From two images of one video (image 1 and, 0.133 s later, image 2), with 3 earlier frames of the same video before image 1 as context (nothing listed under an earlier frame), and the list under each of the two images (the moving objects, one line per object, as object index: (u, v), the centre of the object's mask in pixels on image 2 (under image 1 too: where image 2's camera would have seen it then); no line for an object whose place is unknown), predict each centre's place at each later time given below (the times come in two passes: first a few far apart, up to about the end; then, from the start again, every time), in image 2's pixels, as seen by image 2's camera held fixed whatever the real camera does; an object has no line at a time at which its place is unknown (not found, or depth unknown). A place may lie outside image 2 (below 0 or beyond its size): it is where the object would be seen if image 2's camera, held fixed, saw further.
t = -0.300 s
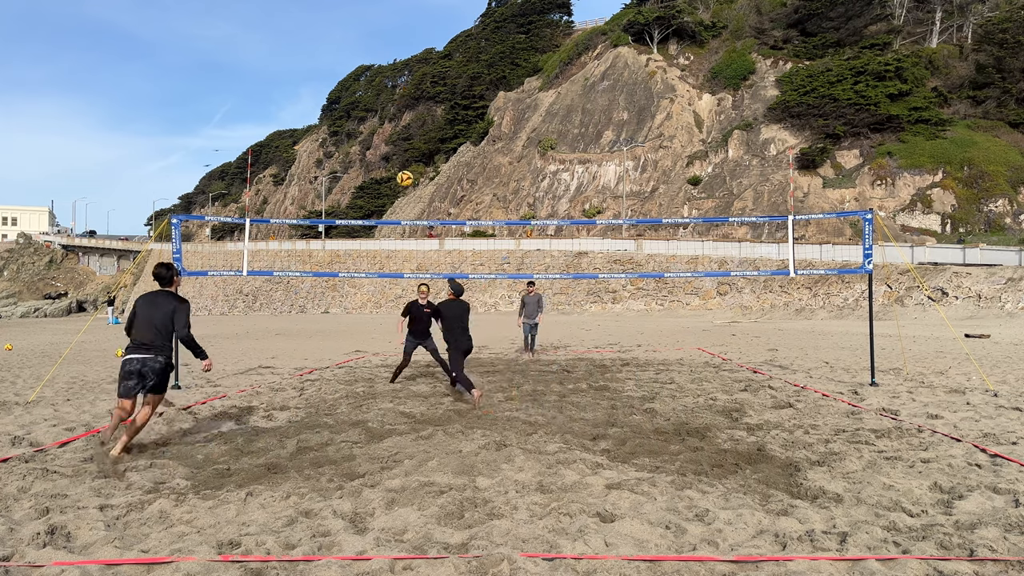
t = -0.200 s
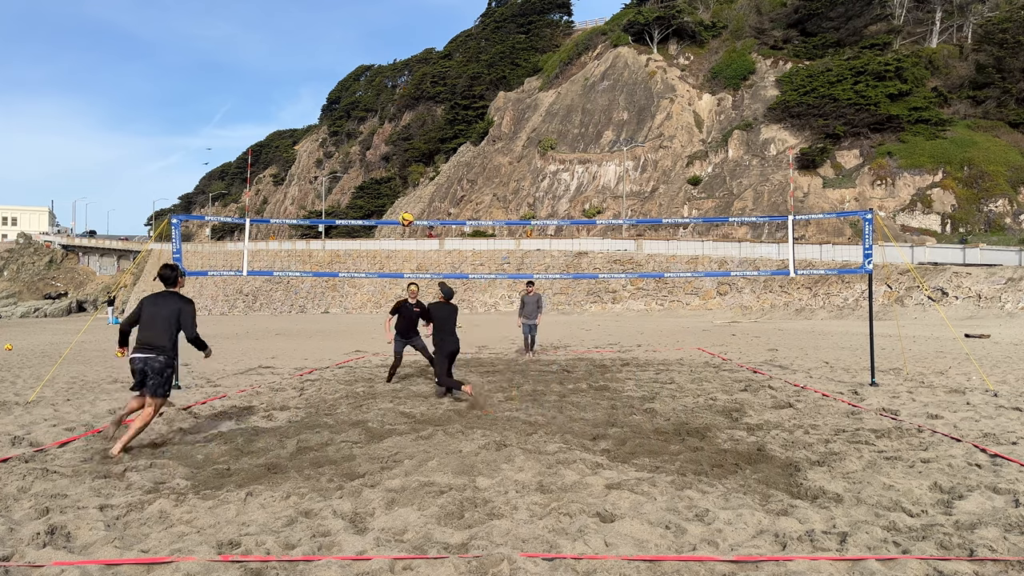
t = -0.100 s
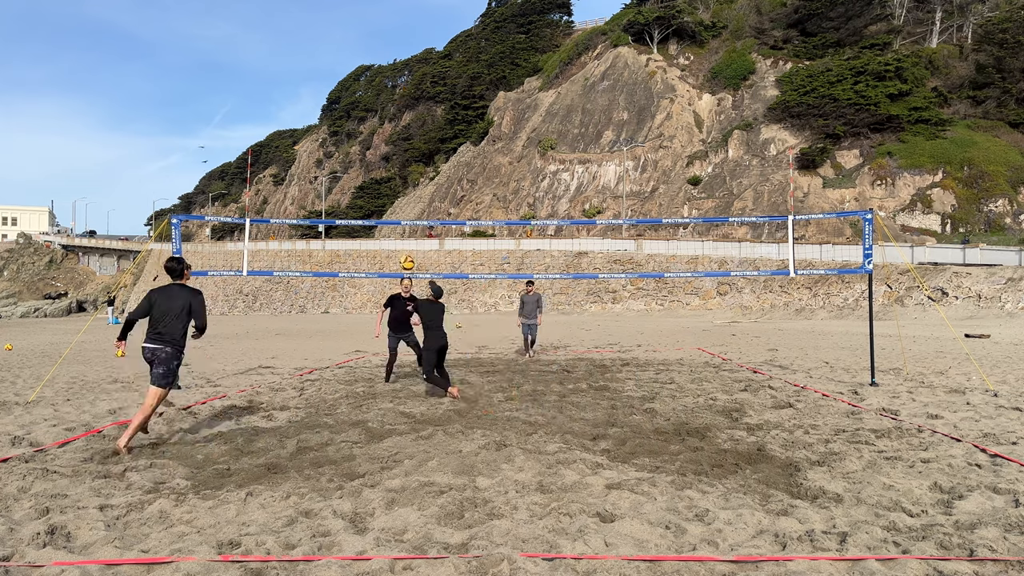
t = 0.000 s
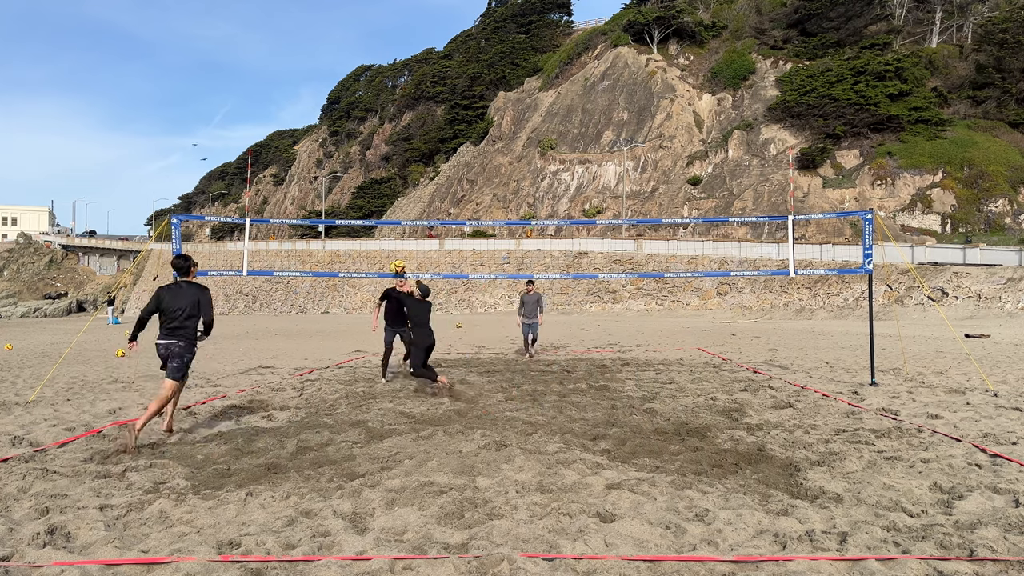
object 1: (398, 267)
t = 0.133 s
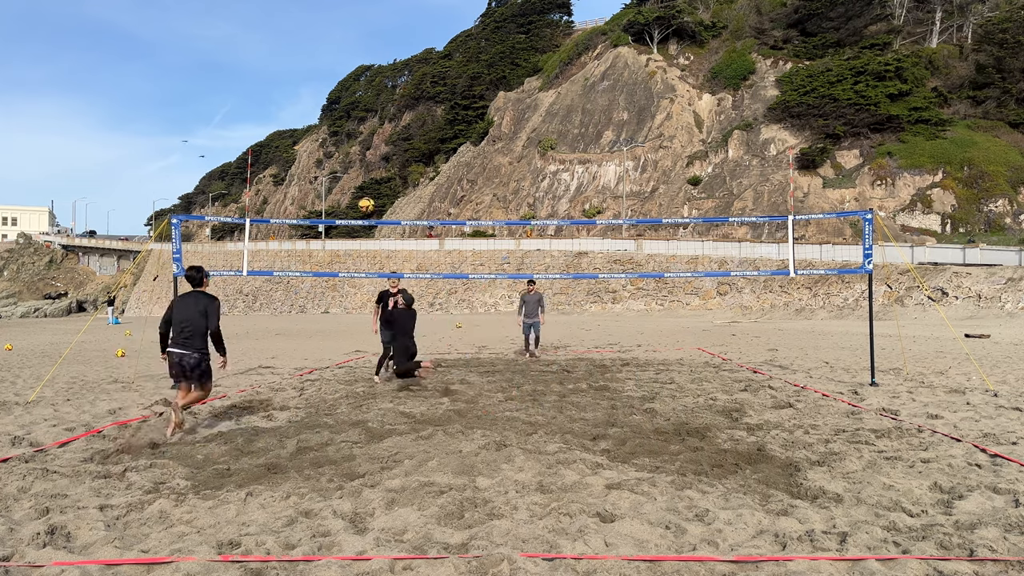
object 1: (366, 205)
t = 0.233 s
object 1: (341, 166)
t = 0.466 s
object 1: (280, 101)
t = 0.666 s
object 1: (223, 76)
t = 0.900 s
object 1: (150, 84)
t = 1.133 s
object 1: (72, 138)
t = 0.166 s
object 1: (358, 191)
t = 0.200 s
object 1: (349, 178)
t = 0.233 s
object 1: (341, 166)
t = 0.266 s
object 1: (332, 154)
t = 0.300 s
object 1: (324, 144)
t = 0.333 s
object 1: (315, 133)
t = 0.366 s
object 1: (307, 124)
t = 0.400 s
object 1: (298, 116)
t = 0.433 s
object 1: (289, 108)
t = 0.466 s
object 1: (280, 101)
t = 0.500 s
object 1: (270, 94)
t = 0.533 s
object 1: (261, 89)
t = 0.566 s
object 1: (252, 85)
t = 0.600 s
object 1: (242, 81)
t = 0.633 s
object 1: (232, 78)
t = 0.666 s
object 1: (223, 76)
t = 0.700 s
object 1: (213, 74)
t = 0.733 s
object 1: (203, 74)
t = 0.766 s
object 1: (193, 74)
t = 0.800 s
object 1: (182, 75)
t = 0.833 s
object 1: (171, 77)
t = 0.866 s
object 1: (161, 80)
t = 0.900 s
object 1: (150, 84)
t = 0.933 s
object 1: (139, 88)
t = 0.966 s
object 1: (128, 94)
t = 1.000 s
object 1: (117, 101)
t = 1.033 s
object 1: (106, 109)
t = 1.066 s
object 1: (94, 118)
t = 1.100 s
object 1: (83, 127)
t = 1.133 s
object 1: (72, 138)
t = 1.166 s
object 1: (60, 150)
